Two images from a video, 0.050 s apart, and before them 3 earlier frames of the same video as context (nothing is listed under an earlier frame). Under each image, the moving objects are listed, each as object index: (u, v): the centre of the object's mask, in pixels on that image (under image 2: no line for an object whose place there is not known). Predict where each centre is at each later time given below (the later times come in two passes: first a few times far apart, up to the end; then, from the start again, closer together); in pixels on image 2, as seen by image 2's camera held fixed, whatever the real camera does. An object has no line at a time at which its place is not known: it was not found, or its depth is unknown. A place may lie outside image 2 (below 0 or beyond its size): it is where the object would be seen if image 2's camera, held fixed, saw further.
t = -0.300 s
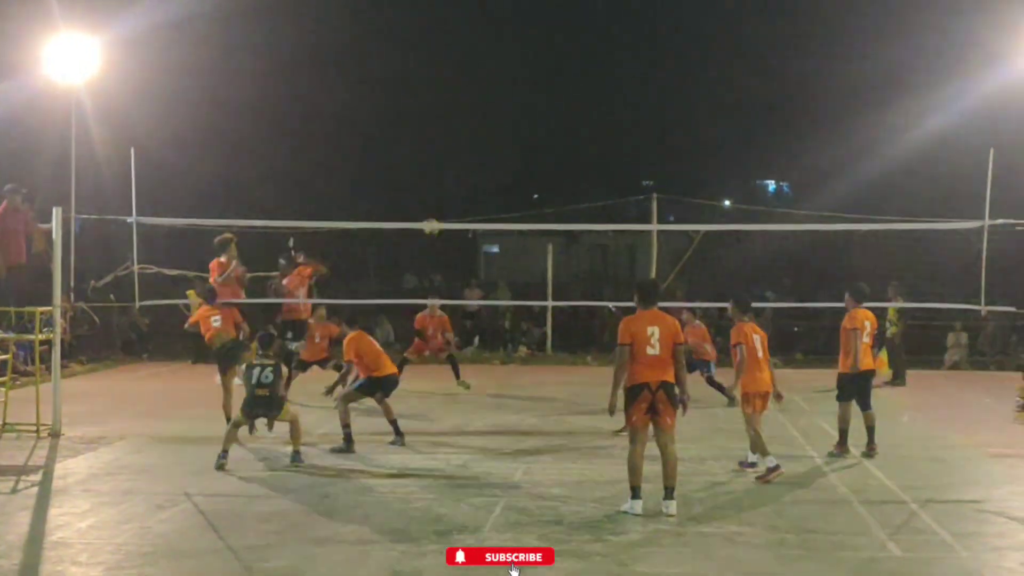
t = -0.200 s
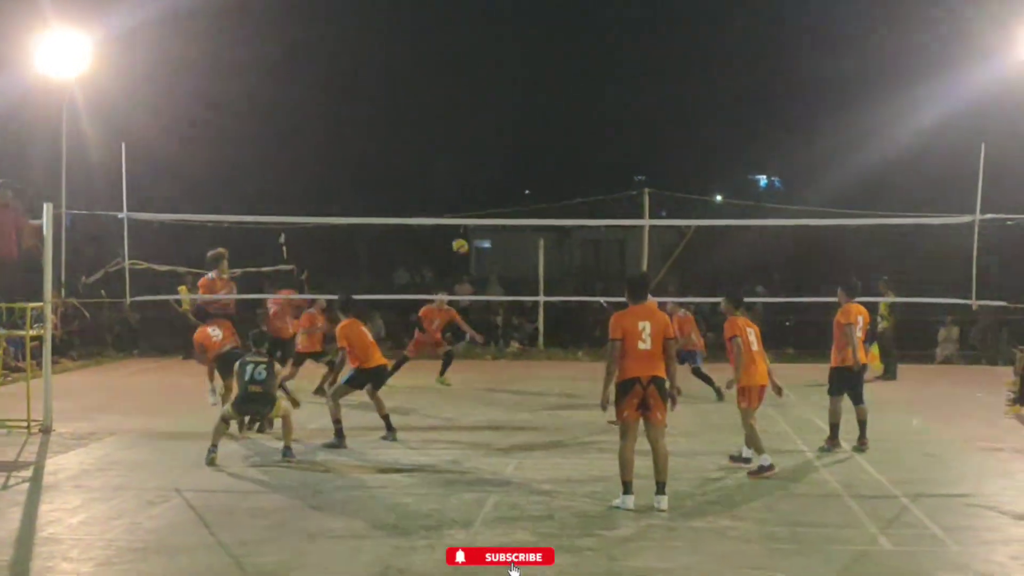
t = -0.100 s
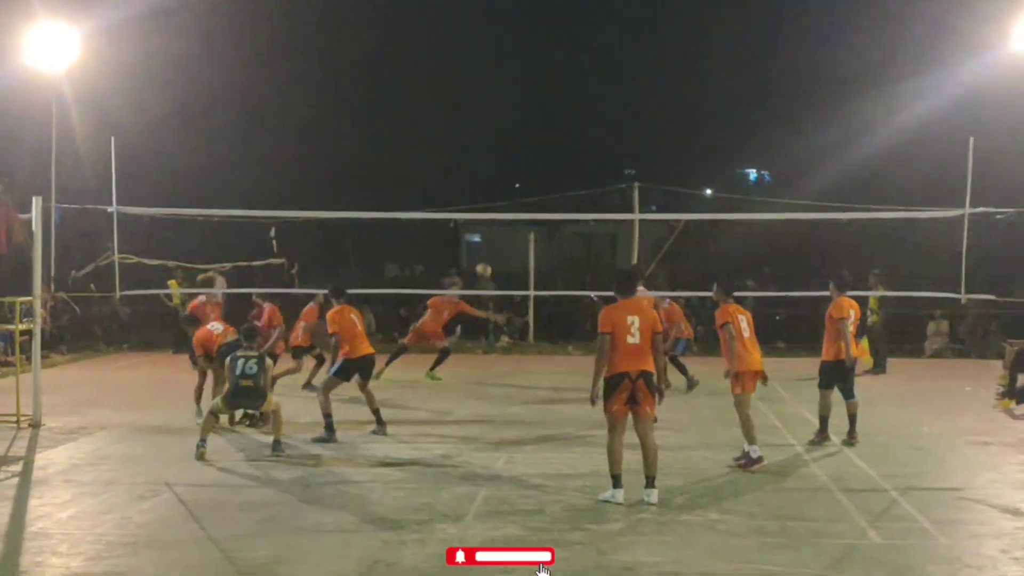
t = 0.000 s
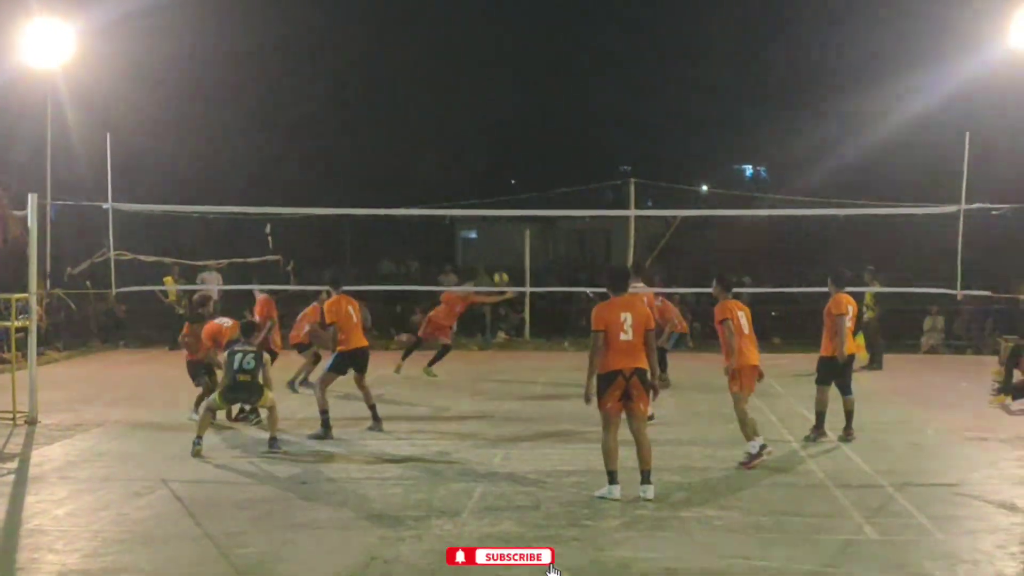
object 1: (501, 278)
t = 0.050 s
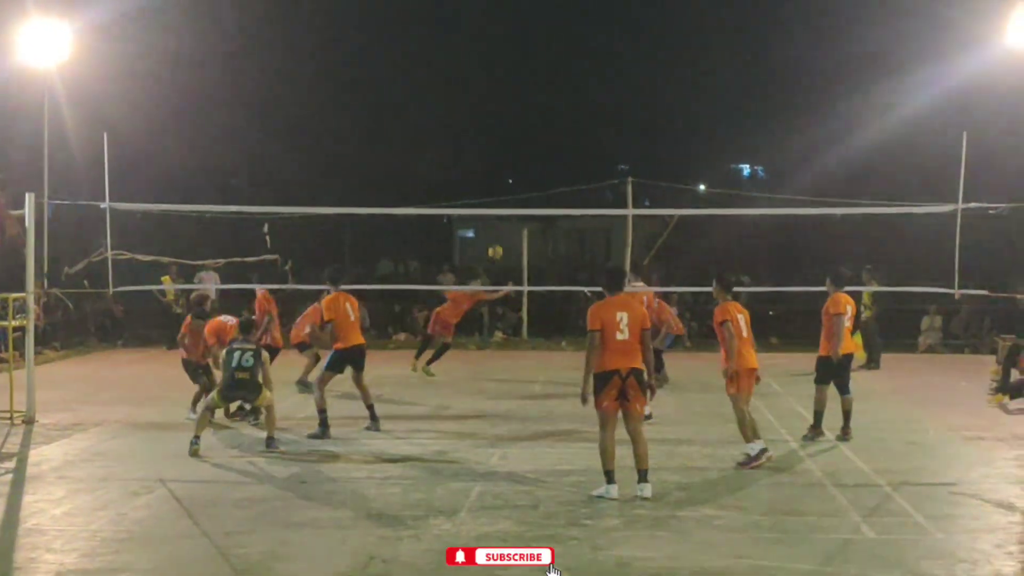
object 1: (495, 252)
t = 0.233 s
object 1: (483, 174)
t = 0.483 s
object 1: (468, 107)
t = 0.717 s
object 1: (454, 83)
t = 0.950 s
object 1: (440, 92)
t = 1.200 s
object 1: (427, 136)
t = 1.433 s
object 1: (416, 204)
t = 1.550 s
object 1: (411, 252)
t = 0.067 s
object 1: (494, 245)
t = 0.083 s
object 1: (493, 237)
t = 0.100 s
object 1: (493, 229)
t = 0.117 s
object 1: (492, 222)
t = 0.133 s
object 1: (490, 217)
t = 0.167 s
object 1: (488, 200)
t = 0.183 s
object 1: (487, 193)
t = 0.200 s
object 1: (486, 187)
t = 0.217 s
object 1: (485, 180)
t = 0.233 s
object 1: (483, 174)
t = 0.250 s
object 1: (482, 168)
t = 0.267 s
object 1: (481, 163)
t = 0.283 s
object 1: (480, 158)
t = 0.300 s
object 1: (480, 152)
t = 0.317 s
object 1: (478, 147)
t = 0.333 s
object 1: (477, 142)
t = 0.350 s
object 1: (476, 138)
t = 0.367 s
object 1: (475, 133)
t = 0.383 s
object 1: (474, 129)
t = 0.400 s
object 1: (473, 125)
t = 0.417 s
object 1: (472, 121)
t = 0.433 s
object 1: (471, 117)
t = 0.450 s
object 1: (470, 114)
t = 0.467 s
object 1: (469, 111)
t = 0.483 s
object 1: (468, 107)
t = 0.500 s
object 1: (467, 105)
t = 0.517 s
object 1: (466, 102)
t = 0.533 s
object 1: (465, 99)
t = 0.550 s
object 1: (464, 97)
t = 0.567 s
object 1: (463, 95)
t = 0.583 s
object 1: (462, 93)
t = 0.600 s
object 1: (461, 91)
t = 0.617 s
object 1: (460, 89)
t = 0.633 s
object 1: (459, 87)
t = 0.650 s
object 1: (458, 86)
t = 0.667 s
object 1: (457, 85)
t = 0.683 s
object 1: (456, 85)
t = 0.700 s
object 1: (455, 84)
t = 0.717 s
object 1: (454, 83)
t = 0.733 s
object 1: (453, 82)
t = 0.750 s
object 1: (453, 82)
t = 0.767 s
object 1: (451, 82)
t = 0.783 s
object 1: (451, 82)
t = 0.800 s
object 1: (449, 82)
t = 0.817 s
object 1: (448, 83)
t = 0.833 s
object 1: (447, 84)
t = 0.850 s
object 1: (446, 84)
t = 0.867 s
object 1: (446, 85)
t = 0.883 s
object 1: (444, 86)
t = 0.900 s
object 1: (443, 88)
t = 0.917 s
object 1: (442, 88)
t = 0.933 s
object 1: (441, 91)
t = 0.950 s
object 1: (440, 92)
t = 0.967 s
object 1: (440, 93)
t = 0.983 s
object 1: (439, 96)
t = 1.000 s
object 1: (438, 98)
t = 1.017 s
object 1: (437, 100)
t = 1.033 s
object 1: (436, 103)
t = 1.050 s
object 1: (434, 106)
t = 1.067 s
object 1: (434, 108)
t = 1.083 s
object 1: (434, 111)
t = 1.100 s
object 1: (432, 115)
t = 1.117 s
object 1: (432, 118)
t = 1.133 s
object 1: (431, 121)
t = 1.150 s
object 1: (430, 125)
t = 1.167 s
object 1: (429, 128)
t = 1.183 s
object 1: (429, 132)
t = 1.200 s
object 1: (427, 136)
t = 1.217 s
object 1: (426, 140)
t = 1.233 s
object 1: (426, 145)
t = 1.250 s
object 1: (425, 150)
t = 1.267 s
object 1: (424, 154)
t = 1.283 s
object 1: (423, 158)
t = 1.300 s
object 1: (422, 164)
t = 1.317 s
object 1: (421, 168)
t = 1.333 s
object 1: (421, 173)
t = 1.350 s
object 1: (420, 180)
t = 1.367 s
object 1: (419, 184)
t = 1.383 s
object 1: (419, 190)
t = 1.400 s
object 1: (418, 196)
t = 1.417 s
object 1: (418, 201)
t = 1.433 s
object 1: (416, 204)
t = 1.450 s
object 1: (416, 217)
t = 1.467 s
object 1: (415, 220)
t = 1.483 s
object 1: (415, 226)
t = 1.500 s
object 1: (414, 233)
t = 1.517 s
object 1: (413, 239)
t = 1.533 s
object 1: (412, 245)
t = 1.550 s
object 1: (411, 252)
